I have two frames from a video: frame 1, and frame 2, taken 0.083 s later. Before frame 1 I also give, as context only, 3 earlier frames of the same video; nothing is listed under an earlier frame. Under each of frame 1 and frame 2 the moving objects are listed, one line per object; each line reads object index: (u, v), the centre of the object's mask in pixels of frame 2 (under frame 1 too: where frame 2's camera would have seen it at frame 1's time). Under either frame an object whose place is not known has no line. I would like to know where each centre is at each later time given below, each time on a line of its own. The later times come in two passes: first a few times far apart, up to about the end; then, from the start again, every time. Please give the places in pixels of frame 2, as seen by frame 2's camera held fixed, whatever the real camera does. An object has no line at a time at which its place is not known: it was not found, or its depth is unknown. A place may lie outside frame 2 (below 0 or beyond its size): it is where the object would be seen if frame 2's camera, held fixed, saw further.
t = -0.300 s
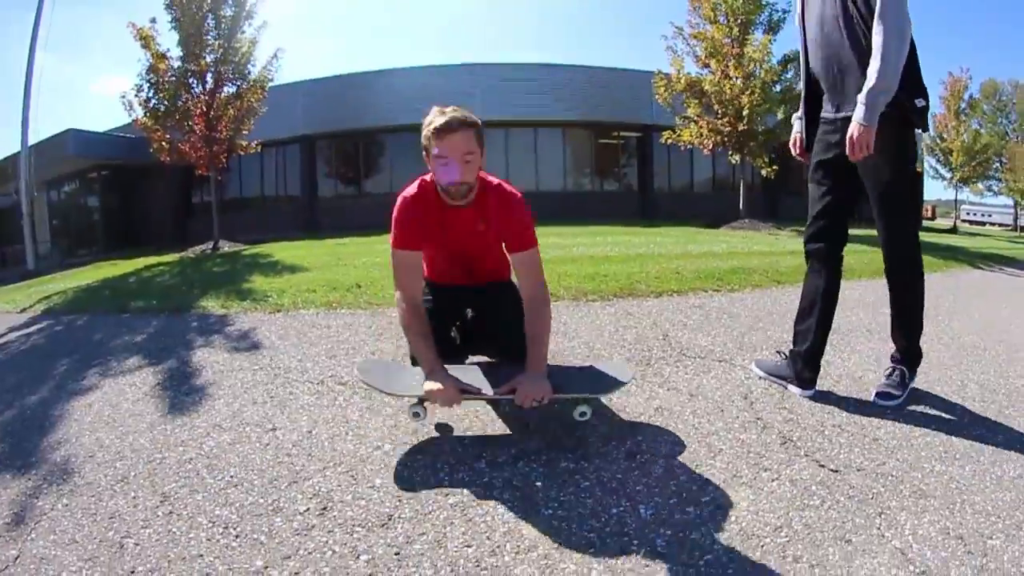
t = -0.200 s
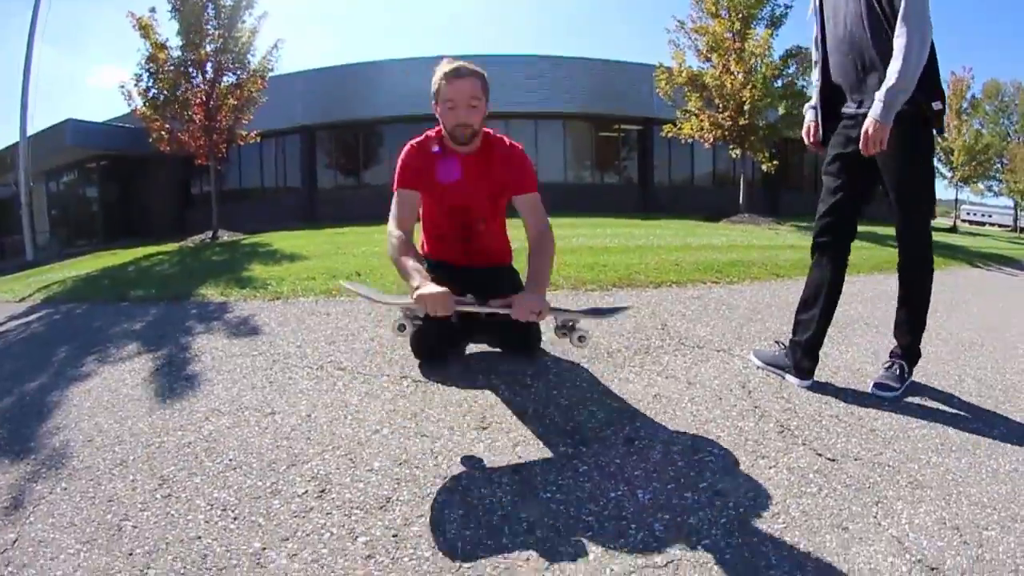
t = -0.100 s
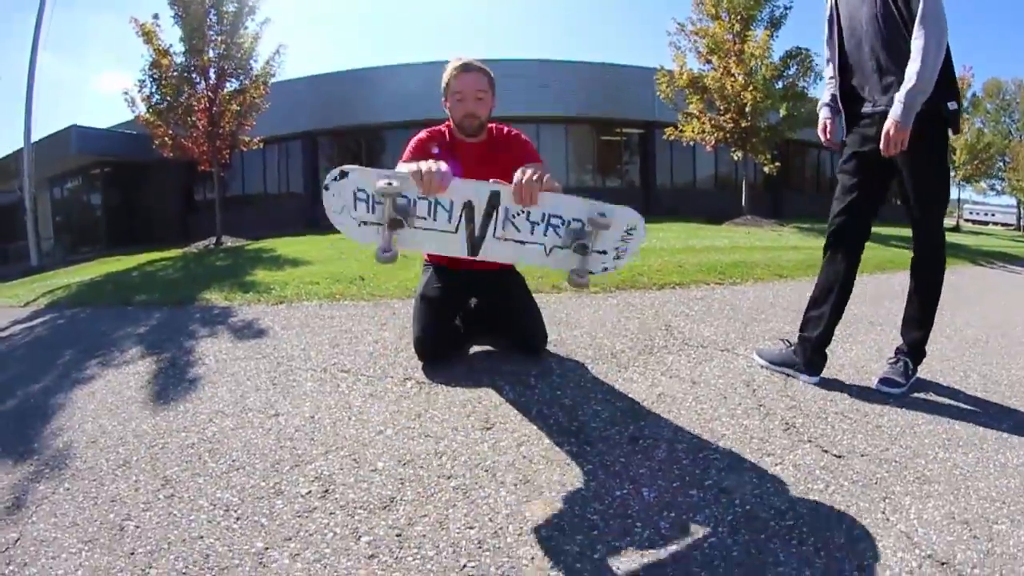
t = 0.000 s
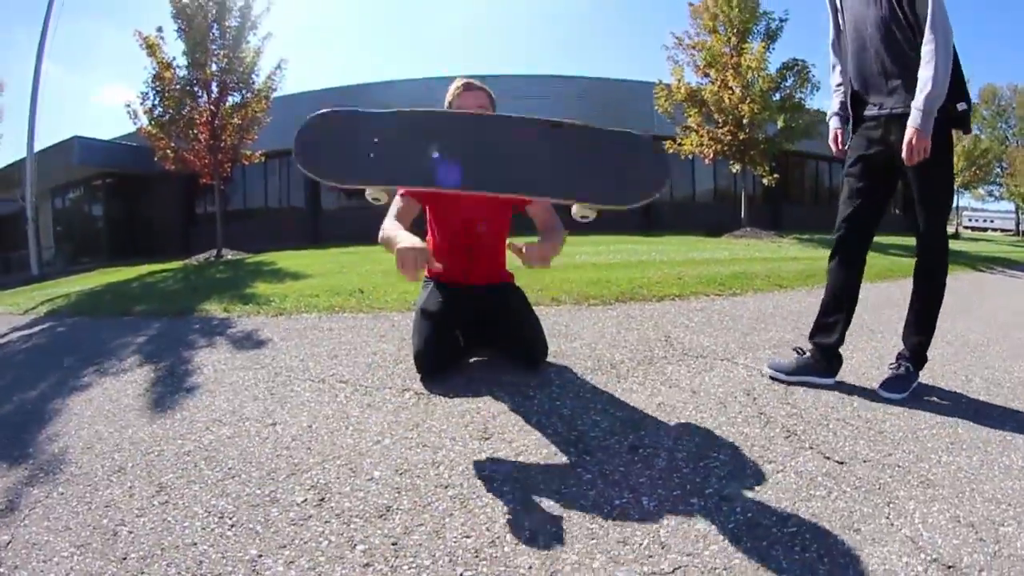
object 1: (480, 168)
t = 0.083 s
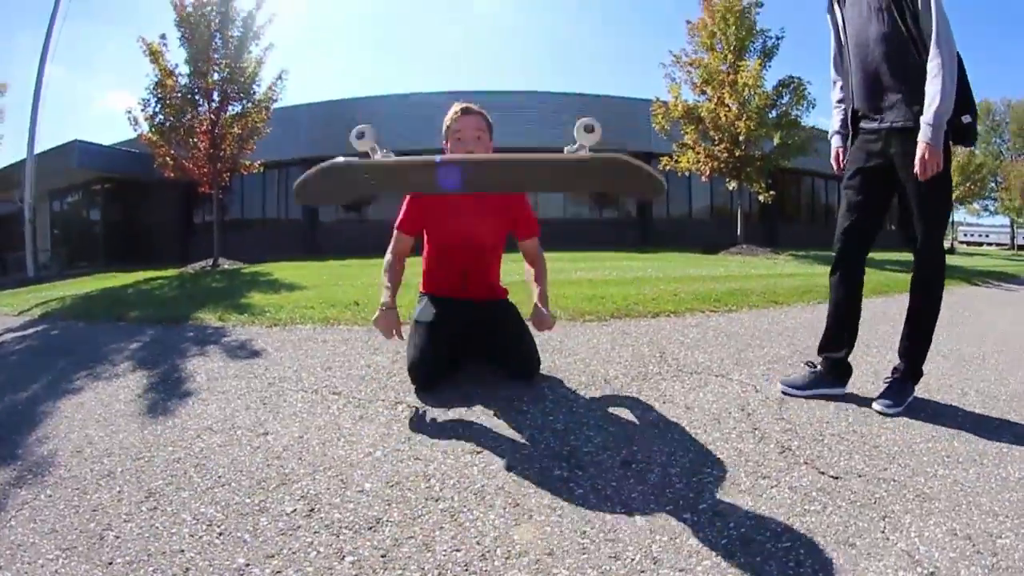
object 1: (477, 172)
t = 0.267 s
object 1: (476, 259)
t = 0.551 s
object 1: (494, 437)
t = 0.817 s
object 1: (494, 438)
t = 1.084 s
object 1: (495, 452)
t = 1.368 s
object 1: (494, 453)
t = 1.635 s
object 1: (495, 451)
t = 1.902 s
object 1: (495, 452)
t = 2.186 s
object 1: (495, 453)
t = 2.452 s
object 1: (495, 452)
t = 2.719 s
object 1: (495, 452)
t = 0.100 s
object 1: (480, 171)
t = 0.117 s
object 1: (480, 170)
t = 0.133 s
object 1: (473, 174)
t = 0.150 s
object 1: (481, 176)
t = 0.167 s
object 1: (482, 193)
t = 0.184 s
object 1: (486, 209)
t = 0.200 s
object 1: (472, 219)
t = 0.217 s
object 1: (476, 226)
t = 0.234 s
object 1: (477, 233)
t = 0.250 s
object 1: (480, 246)
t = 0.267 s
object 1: (476, 259)
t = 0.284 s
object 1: (479, 284)
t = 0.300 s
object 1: (484, 313)
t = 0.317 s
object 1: (461, 337)
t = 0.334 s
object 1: (475, 354)
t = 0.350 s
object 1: (477, 372)
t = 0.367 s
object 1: (478, 390)
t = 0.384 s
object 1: (465, 417)
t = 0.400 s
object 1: (480, 422)
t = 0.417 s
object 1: (483, 430)
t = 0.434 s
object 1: (483, 440)
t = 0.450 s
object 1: (483, 445)
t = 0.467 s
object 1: (484, 441)
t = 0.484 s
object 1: (486, 438)
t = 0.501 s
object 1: (488, 437)
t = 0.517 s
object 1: (489, 436)
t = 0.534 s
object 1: (491, 436)
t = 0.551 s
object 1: (494, 437)
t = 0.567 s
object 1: (496, 439)
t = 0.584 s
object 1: (498, 442)
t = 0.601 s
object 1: (500, 446)
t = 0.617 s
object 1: (502, 450)
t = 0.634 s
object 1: (504, 454)
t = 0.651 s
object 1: (502, 457)
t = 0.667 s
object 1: (502, 456)
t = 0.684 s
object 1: (501, 451)
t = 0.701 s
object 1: (499, 447)
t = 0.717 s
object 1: (497, 443)
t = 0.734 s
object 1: (496, 441)
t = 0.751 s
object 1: (493, 439)
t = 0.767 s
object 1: (491, 437)
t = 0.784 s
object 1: (492, 436)
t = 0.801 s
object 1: (493, 437)
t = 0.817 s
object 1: (494, 438)
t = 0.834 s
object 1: (494, 440)
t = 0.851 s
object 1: (495, 443)
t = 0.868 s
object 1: (495, 446)
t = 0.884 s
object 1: (497, 449)
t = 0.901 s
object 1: (497, 447)
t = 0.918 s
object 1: (496, 446)
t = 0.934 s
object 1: (496, 445)
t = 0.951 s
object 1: (496, 445)
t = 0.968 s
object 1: (495, 446)
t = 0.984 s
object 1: (495, 448)
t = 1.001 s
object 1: (494, 450)
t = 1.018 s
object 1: (494, 450)
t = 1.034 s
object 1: (495, 450)
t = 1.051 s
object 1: (494, 451)
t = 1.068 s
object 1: (495, 451)
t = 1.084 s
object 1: (495, 452)
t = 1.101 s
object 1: (495, 452)
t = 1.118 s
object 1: (495, 451)
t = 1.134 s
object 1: (495, 451)
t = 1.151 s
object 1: (495, 451)
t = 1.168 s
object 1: (495, 451)
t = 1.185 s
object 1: (495, 451)
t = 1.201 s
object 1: (494, 451)
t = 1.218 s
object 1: (495, 452)
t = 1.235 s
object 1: (494, 452)
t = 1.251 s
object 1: (495, 452)
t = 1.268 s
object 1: (495, 452)
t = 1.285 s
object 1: (495, 452)
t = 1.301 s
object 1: (495, 452)
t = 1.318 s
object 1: (495, 453)
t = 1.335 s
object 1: (495, 453)
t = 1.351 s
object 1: (494, 453)
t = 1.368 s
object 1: (494, 453)
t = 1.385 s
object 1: (494, 453)
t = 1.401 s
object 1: (494, 452)
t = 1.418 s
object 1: (494, 452)
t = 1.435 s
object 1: (494, 452)
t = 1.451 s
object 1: (494, 452)
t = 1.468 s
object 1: (494, 452)
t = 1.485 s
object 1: (494, 452)
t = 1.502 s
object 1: (495, 452)
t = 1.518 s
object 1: (495, 452)
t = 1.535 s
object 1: (495, 452)
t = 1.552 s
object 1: (495, 451)
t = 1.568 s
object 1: (495, 451)
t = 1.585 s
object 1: (495, 451)
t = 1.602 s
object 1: (495, 451)
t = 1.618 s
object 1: (496, 451)
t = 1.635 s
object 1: (495, 451)
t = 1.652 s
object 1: (495, 451)
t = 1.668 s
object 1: (495, 452)
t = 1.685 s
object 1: (495, 452)
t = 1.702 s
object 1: (495, 452)
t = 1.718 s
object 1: (495, 452)
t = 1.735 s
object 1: (495, 452)
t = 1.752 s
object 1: (495, 452)
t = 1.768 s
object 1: (495, 452)
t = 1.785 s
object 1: (495, 452)
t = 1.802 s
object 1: (495, 452)
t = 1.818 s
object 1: (495, 452)
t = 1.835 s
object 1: (495, 452)
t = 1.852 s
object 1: (495, 452)
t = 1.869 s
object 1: (495, 452)
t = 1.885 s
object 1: (495, 452)
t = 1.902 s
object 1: (495, 452)
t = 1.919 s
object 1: (495, 452)
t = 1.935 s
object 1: (495, 452)
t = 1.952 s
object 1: (495, 452)
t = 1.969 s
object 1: (495, 452)
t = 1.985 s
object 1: (495, 452)
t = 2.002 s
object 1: (495, 452)
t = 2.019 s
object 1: (495, 452)
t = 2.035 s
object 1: (495, 452)
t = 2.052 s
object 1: (495, 452)
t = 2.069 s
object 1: (495, 452)
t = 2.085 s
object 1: (495, 452)
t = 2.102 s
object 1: (495, 452)
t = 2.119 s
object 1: (495, 453)
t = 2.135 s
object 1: (495, 453)
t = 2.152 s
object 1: (495, 453)
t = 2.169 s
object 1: (495, 453)
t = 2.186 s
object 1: (495, 453)
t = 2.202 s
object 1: (495, 453)
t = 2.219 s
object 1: (495, 453)
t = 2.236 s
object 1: (495, 453)
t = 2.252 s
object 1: (495, 453)
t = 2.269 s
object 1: (495, 452)
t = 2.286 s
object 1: (495, 452)
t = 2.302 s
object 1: (495, 452)
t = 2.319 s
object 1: (495, 452)
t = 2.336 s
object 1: (495, 452)
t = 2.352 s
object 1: (495, 452)
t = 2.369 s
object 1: (495, 452)
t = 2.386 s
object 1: (495, 452)
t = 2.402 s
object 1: (495, 452)
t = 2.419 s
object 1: (495, 452)
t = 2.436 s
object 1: (495, 452)
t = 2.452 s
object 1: (495, 452)
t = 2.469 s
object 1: (495, 453)
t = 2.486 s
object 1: (495, 453)
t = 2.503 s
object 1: (495, 453)
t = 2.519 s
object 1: (495, 453)
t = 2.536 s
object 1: (495, 452)
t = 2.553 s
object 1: (495, 452)
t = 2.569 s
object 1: (495, 452)
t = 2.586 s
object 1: (495, 452)
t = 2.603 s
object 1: (495, 452)
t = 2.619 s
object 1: (495, 452)
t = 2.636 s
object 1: (495, 452)
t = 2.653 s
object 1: (495, 452)
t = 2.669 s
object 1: (495, 452)
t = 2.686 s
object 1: (495, 452)
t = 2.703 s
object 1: (495, 452)
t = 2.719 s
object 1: (495, 452)
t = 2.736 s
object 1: (495, 452)
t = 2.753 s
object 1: (495, 453)
